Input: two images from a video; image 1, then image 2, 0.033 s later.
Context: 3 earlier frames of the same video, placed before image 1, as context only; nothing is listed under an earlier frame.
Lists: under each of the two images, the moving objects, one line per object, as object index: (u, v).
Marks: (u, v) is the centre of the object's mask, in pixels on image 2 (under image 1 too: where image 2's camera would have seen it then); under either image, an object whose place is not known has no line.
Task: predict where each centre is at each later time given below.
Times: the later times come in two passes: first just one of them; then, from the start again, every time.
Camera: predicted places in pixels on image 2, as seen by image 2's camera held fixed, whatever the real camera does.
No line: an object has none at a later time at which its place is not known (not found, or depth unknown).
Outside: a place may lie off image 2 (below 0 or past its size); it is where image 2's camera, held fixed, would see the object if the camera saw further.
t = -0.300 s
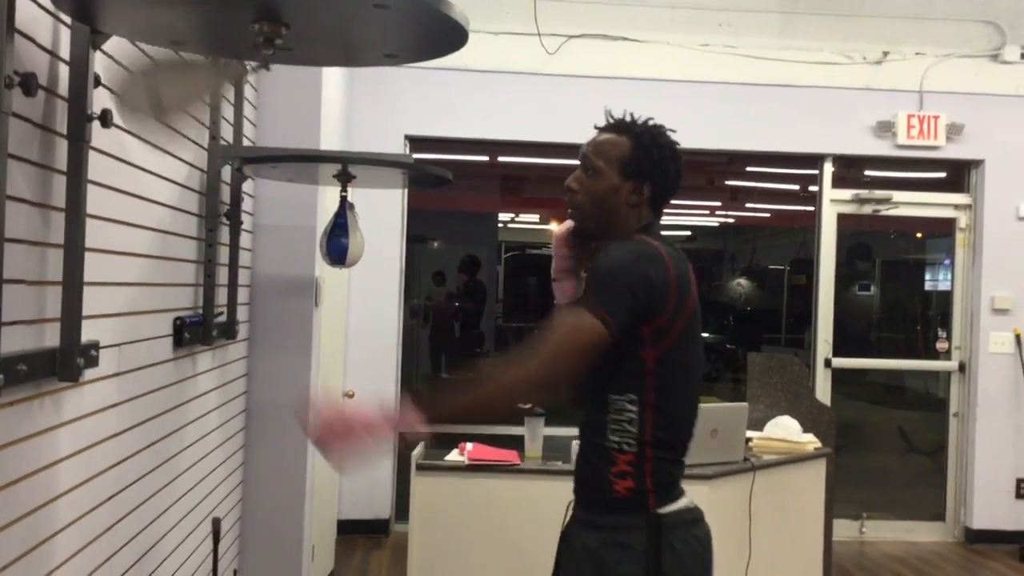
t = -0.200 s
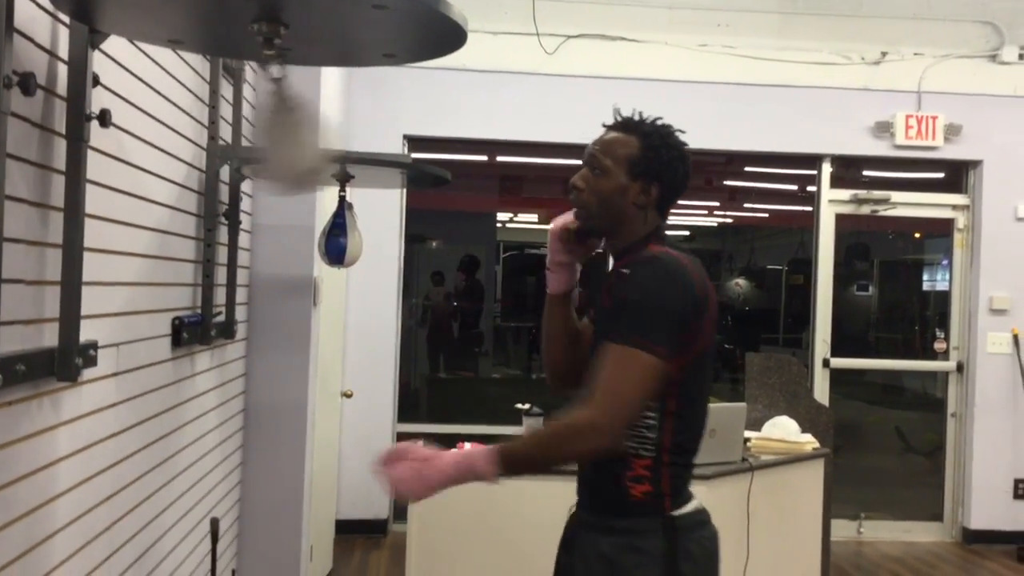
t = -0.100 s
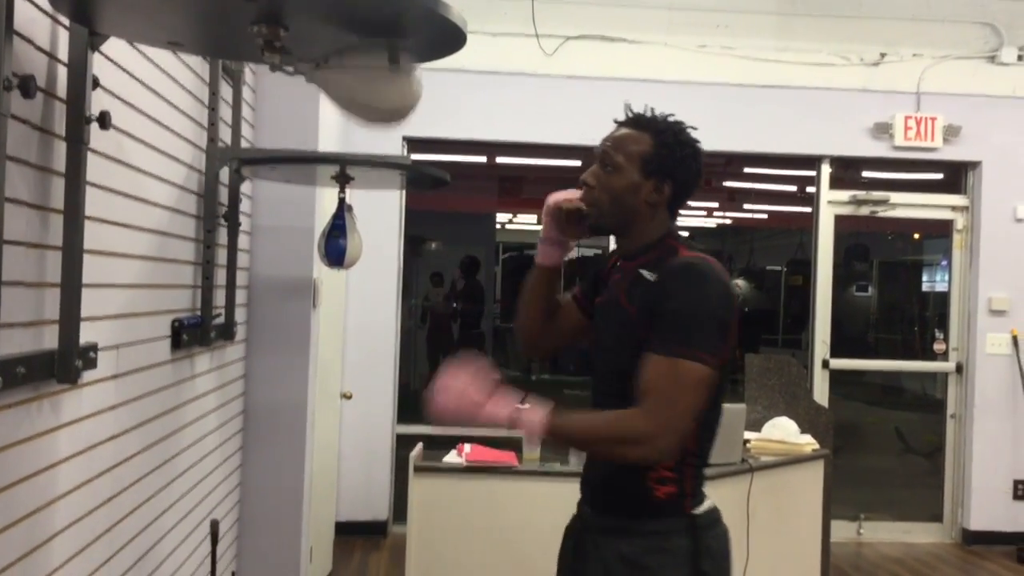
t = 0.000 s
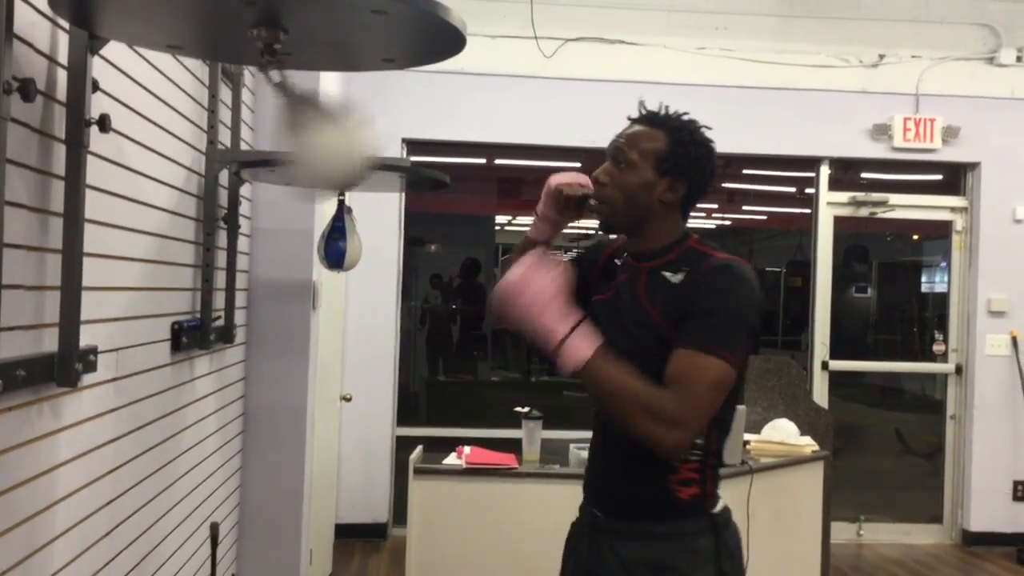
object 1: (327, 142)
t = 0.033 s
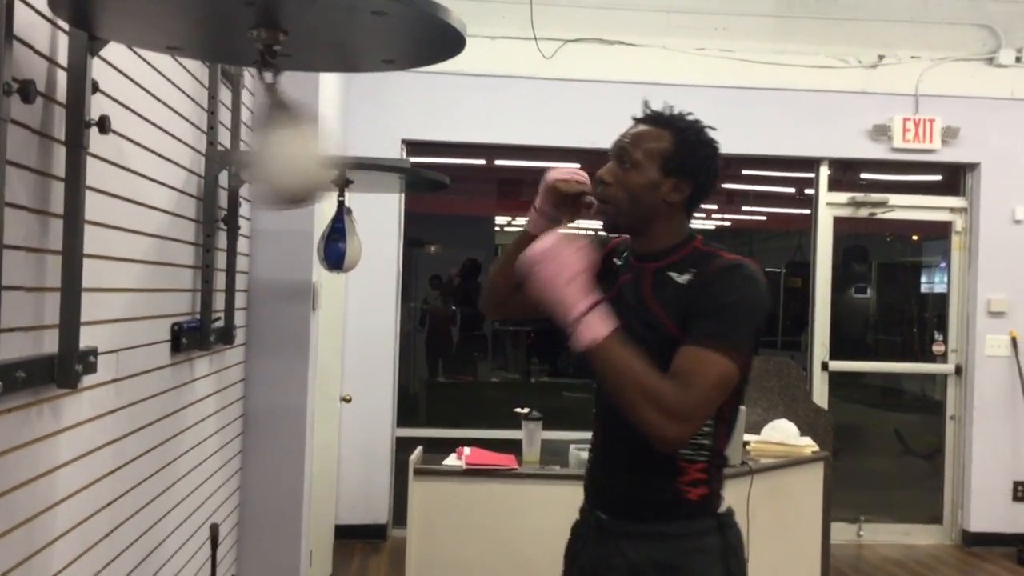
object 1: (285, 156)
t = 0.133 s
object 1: (186, 120)
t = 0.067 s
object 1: (250, 154)
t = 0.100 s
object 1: (215, 141)
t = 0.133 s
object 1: (186, 120)
